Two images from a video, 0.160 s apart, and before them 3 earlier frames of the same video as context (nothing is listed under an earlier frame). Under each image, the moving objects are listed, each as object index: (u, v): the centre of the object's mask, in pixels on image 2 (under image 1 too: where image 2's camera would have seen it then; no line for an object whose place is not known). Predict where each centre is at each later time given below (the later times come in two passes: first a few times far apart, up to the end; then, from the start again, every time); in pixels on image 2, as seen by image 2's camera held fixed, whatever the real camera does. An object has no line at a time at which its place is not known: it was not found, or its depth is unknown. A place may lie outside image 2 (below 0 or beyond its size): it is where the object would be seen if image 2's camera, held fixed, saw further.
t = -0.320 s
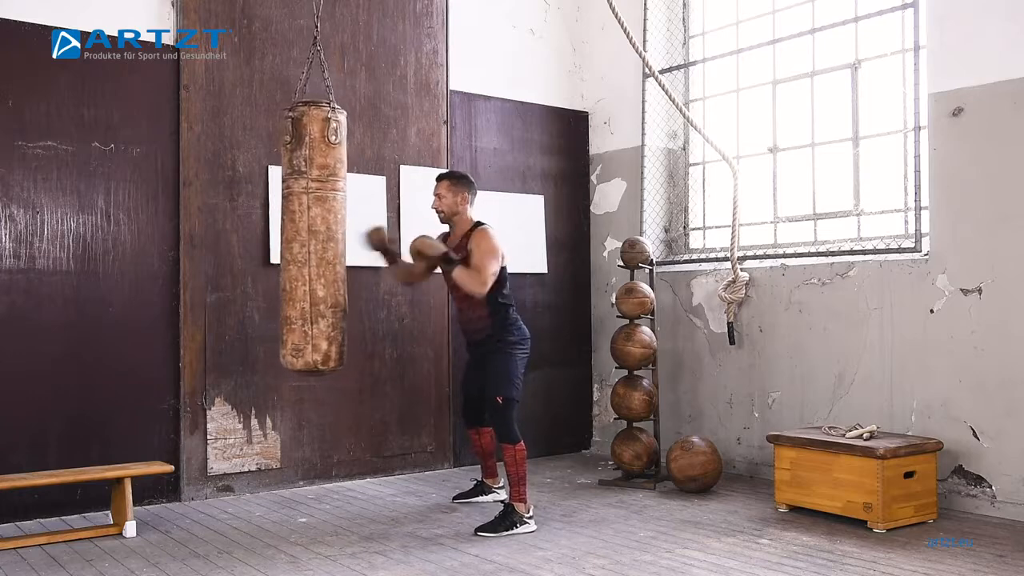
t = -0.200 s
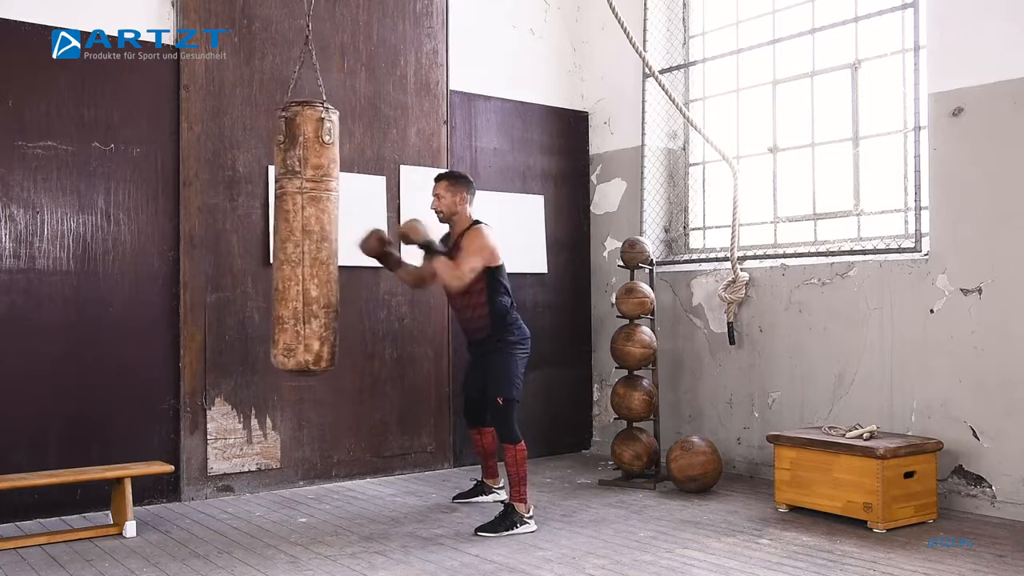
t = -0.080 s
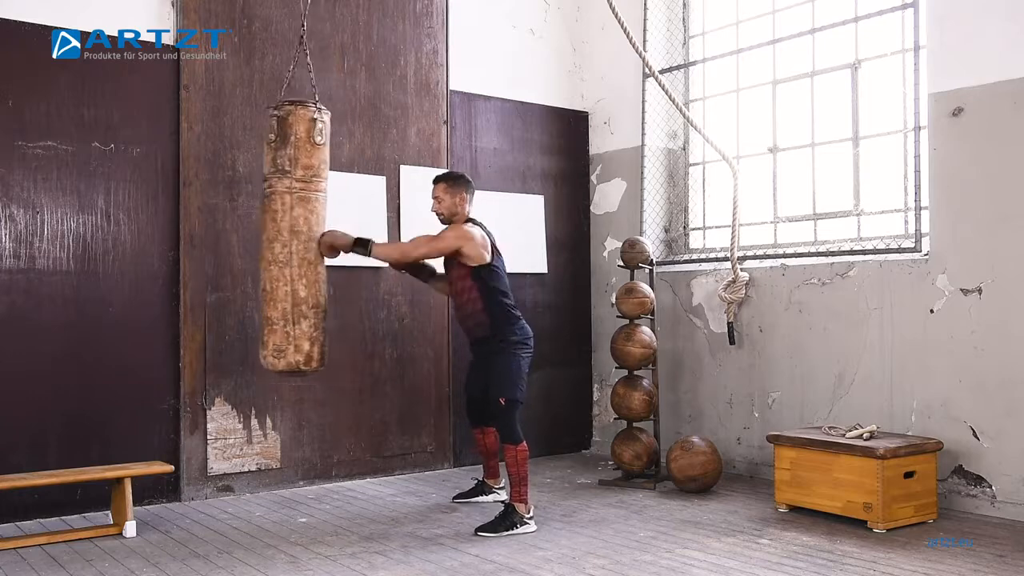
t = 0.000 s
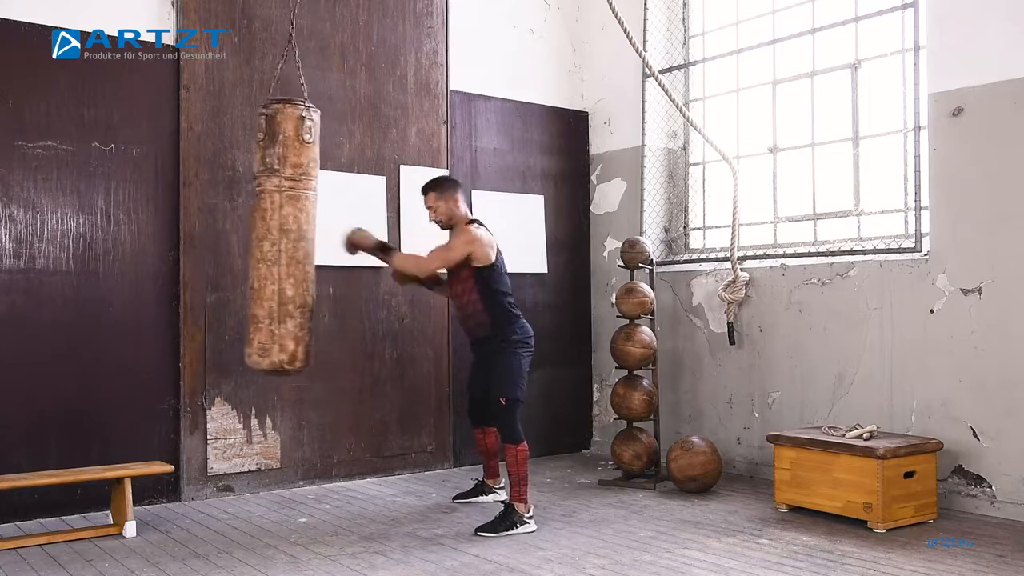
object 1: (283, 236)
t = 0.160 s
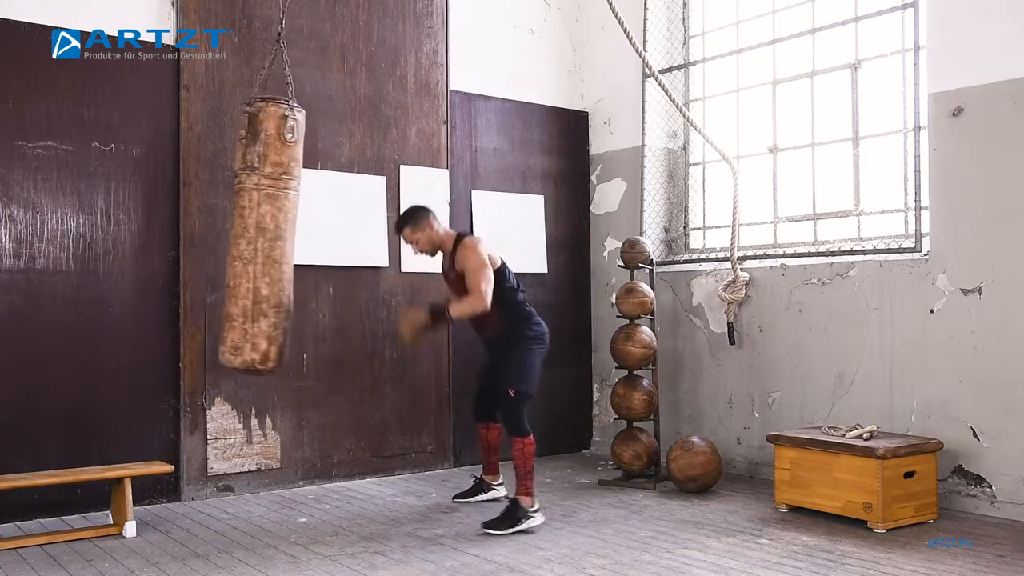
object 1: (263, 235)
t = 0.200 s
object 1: (258, 234)
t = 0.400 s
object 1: (239, 233)
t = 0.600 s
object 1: (231, 232)
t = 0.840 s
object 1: (232, 233)
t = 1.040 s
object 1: (244, 233)
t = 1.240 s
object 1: (265, 235)
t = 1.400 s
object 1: (287, 237)
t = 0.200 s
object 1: (258, 234)
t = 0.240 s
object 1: (254, 234)
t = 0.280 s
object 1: (250, 234)
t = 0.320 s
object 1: (246, 234)
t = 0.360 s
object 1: (243, 234)
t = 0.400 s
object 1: (239, 233)
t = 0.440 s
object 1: (237, 233)
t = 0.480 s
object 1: (235, 233)
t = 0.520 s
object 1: (233, 234)
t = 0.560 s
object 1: (231, 233)
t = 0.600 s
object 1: (231, 232)
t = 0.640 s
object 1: (230, 232)
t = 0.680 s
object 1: (229, 232)
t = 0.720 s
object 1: (230, 232)
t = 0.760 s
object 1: (230, 232)
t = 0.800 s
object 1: (230, 232)
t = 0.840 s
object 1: (232, 233)
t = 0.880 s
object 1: (234, 233)
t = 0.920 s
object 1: (236, 233)
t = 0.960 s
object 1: (239, 233)
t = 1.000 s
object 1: (241, 233)
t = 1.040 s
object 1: (244, 233)
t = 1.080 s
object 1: (248, 234)
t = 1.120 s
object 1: (252, 234)
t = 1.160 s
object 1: (257, 235)
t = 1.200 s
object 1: (260, 235)
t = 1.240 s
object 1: (265, 235)
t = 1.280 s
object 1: (271, 236)
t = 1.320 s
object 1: (276, 236)
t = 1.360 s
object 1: (282, 237)
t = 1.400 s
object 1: (287, 237)
